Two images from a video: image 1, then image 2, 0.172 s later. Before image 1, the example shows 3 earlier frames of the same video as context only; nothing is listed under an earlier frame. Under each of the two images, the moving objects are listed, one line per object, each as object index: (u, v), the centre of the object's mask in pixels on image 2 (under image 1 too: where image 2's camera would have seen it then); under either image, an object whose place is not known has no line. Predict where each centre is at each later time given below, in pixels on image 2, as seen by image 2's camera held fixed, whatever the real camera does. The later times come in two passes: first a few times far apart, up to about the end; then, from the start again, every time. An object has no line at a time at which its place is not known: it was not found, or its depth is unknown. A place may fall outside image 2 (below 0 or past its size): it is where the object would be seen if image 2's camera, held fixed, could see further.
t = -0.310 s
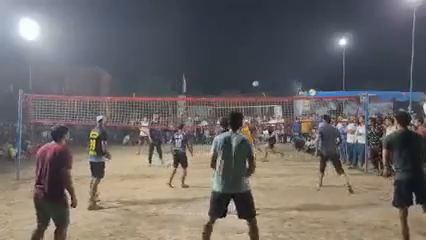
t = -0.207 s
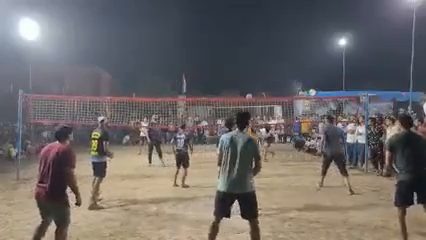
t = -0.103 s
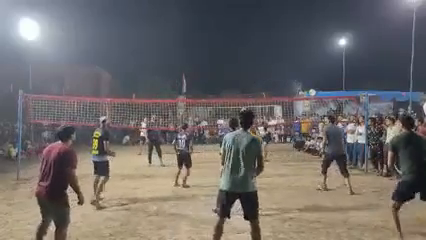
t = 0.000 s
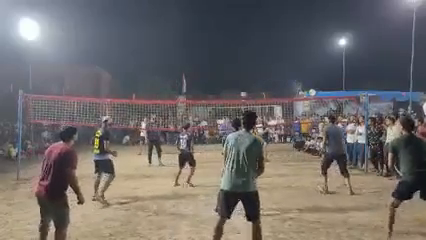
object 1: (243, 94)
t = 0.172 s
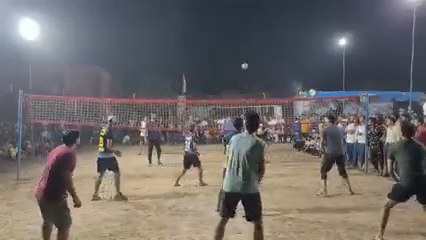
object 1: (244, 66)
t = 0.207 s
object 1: (244, 58)
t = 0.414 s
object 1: (246, 33)
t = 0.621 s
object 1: (247, 17)
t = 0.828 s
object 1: (249, 18)
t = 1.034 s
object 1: (252, 42)
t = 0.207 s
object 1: (244, 58)
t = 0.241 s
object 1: (245, 53)
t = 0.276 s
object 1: (245, 48)
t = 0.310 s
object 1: (245, 44)
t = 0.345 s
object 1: (245, 40)
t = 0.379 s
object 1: (245, 36)
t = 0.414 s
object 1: (246, 33)
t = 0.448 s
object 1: (246, 29)
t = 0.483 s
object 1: (246, 26)
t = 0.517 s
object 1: (247, 23)
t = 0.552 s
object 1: (247, 21)
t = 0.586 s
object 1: (247, 19)
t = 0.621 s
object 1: (247, 17)
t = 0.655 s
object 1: (248, 16)
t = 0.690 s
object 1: (248, 15)
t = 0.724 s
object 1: (248, 15)
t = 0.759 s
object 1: (249, 15)
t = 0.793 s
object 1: (249, 16)
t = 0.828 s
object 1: (249, 18)
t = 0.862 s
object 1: (250, 20)
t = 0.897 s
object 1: (251, 23)
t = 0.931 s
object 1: (251, 26)
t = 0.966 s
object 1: (251, 30)
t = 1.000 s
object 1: (251, 36)
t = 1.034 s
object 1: (252, 42)
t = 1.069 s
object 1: (252, 49)
